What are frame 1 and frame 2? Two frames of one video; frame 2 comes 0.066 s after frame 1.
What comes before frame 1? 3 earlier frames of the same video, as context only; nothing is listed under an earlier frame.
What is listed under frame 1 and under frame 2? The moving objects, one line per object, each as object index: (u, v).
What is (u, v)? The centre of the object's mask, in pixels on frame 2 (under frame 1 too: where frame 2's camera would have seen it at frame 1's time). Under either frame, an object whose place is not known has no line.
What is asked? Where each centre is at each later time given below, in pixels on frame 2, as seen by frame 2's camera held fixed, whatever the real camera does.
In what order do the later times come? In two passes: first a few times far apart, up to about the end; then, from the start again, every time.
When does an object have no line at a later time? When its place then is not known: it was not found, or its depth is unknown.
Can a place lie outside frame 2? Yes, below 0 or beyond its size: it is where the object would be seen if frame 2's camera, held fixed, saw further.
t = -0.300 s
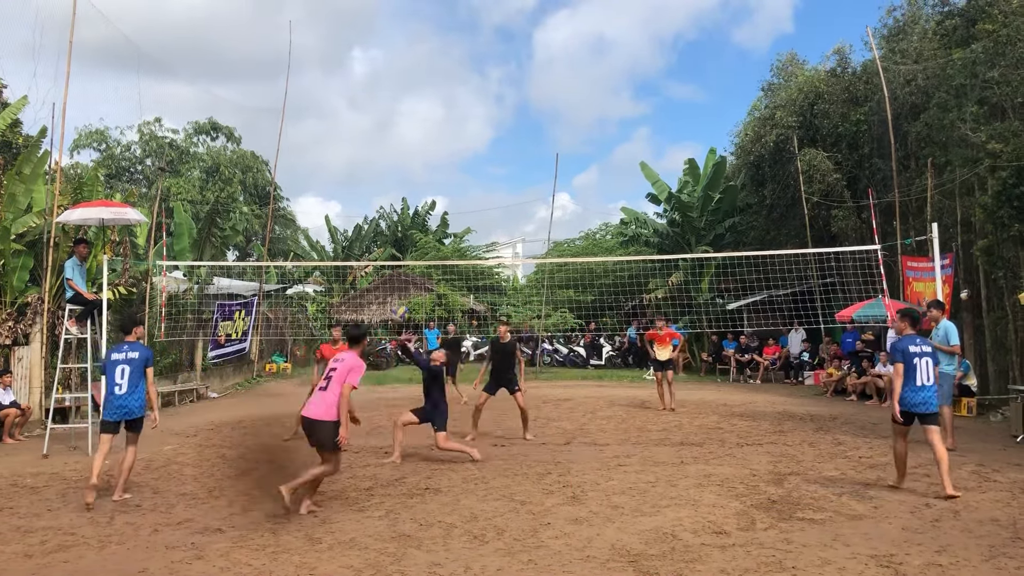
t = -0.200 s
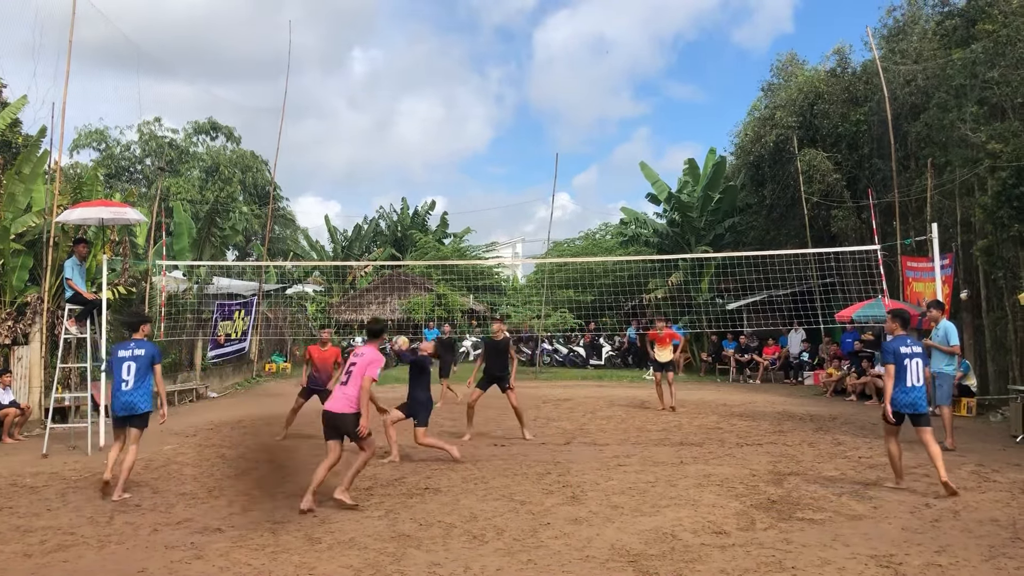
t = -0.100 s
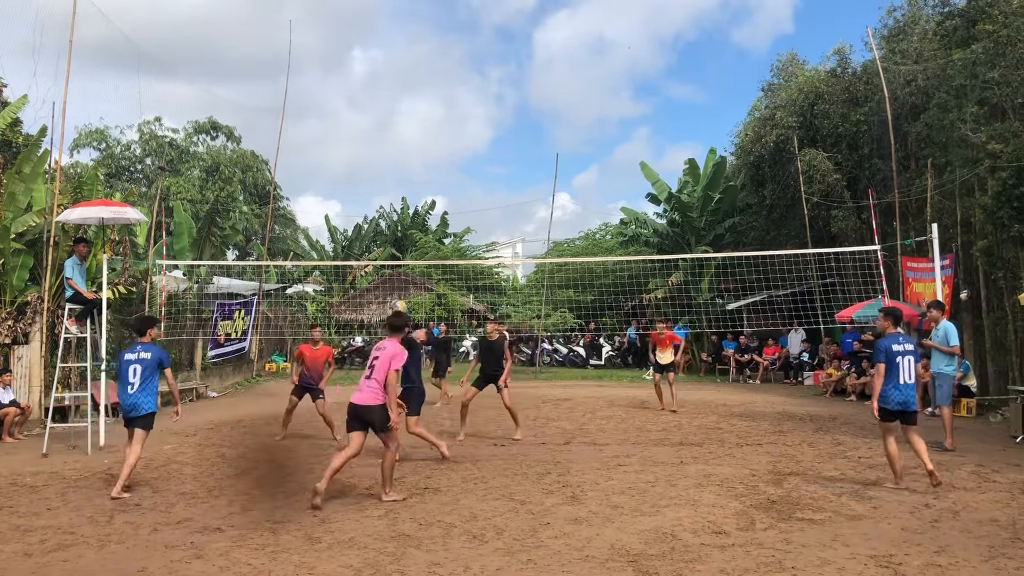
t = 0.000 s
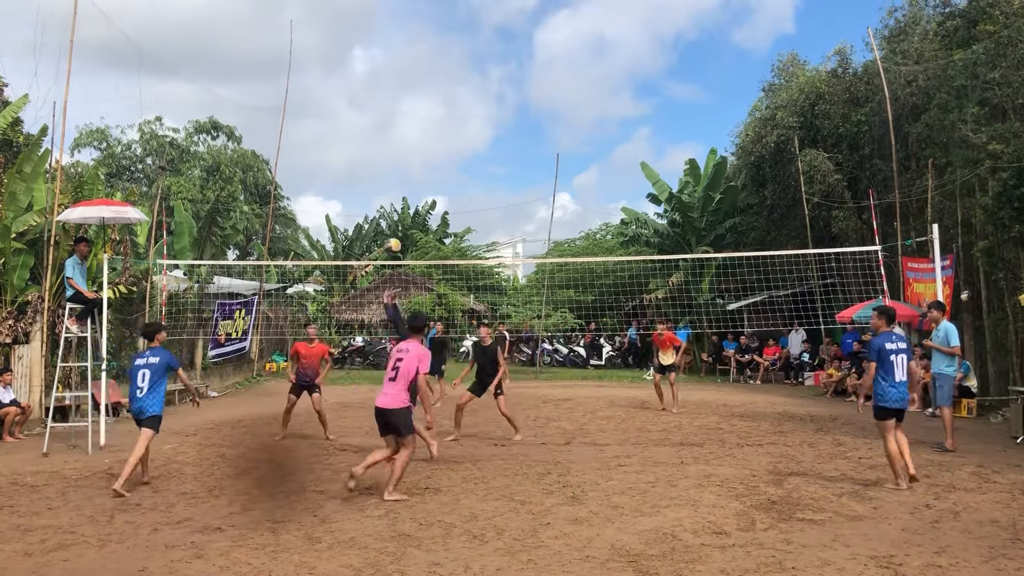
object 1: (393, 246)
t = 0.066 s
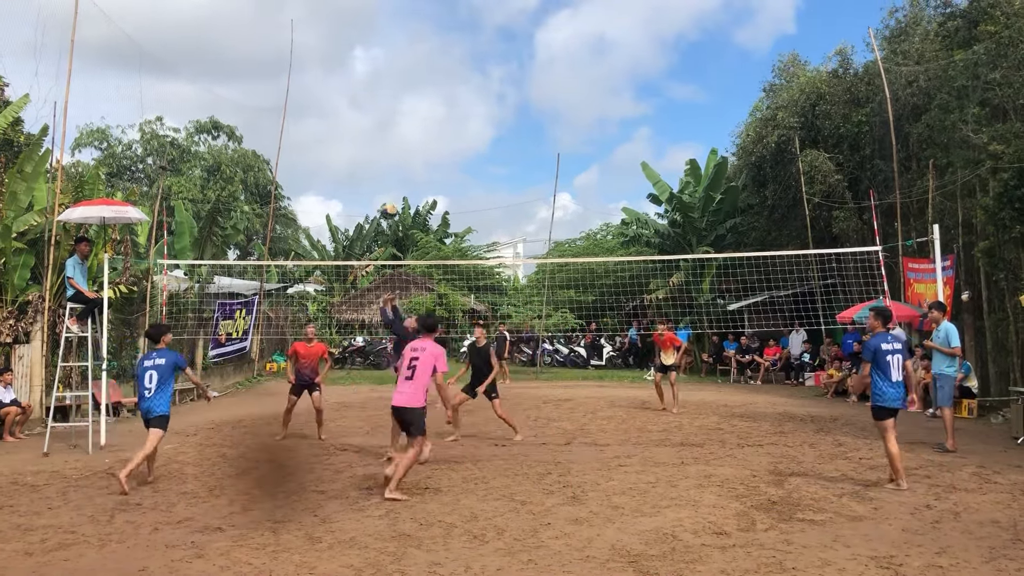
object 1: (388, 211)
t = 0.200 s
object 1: (381, 151)
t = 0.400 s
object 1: (370, 91)
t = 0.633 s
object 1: (357, 64)
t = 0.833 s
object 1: (347, 75)
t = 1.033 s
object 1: (338, 118)
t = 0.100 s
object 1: (387, 194)
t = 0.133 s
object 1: (385, 179)
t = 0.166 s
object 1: (383, 165)
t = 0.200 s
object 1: (381, 151)
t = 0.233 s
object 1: (379, 139)
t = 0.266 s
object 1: (377, 127)
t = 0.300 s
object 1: (375, 117)
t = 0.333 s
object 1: (373, 107)
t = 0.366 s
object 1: (372, 99)
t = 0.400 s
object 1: (370, 91)
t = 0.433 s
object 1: (368, 85)
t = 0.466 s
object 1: (366, 79)
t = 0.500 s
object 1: (365, 74)
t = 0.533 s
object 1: (363, 70)
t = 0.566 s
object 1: (361, 67)
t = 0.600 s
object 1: (359, 65)
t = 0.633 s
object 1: (357, 64)
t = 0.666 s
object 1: (356, 64)
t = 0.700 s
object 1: (354, 64)
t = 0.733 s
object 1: (352, 65)
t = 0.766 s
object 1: (351, 68)
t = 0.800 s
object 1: (349, 71)
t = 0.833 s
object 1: (347, 75)
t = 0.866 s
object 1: (346, 80)
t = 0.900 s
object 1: (344, 86)
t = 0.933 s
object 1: (342, 93)
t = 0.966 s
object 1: (341, 100)
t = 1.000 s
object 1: (339, 108)
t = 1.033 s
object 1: (338, 118)
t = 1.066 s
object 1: (336, 127)
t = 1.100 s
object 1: (334, 138)
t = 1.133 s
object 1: (333, 150)
